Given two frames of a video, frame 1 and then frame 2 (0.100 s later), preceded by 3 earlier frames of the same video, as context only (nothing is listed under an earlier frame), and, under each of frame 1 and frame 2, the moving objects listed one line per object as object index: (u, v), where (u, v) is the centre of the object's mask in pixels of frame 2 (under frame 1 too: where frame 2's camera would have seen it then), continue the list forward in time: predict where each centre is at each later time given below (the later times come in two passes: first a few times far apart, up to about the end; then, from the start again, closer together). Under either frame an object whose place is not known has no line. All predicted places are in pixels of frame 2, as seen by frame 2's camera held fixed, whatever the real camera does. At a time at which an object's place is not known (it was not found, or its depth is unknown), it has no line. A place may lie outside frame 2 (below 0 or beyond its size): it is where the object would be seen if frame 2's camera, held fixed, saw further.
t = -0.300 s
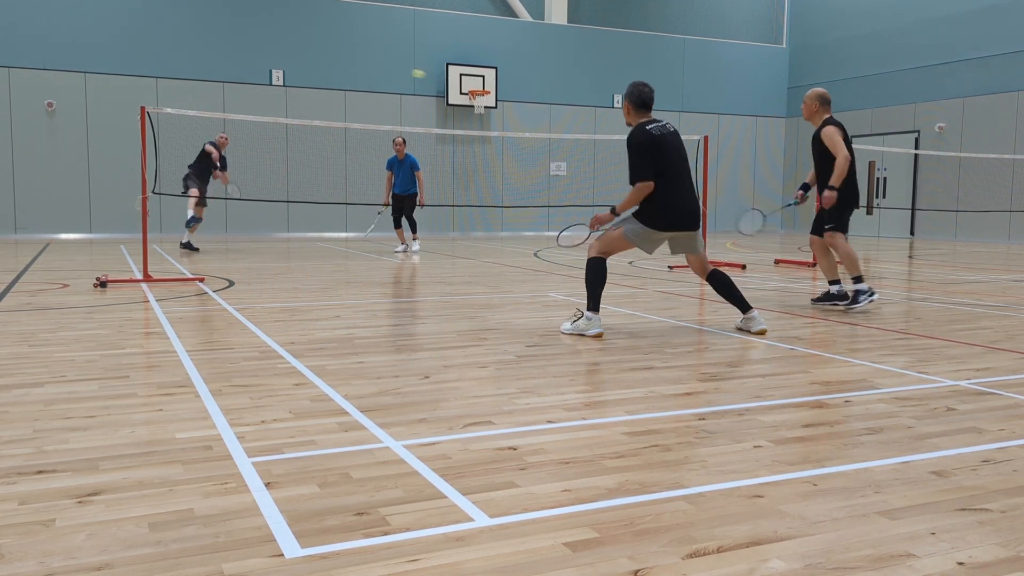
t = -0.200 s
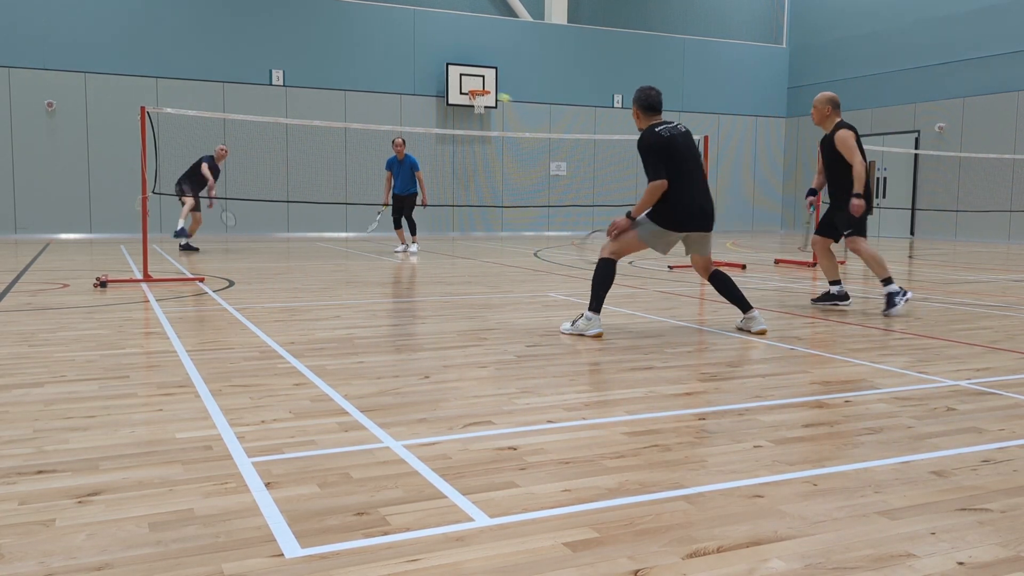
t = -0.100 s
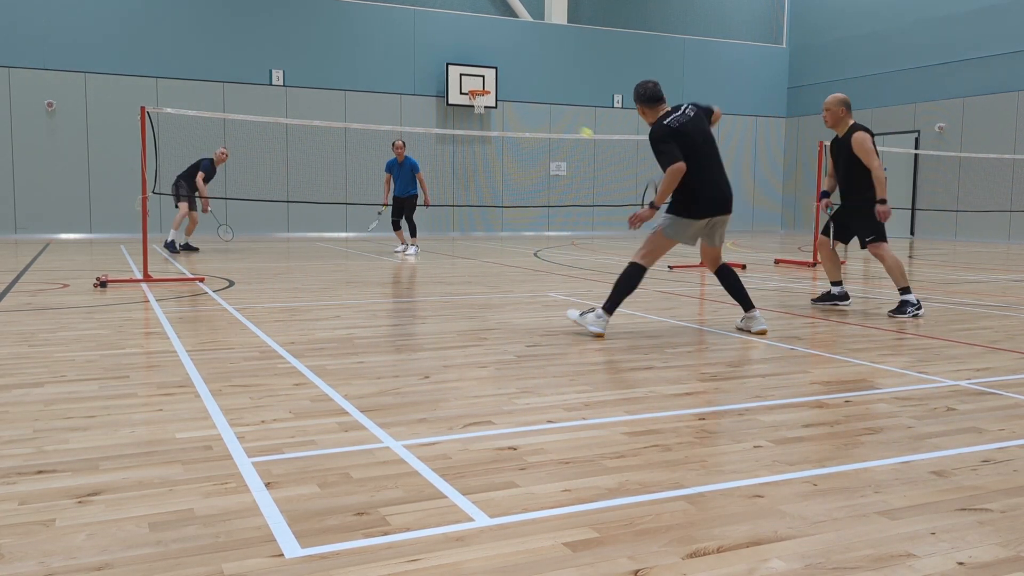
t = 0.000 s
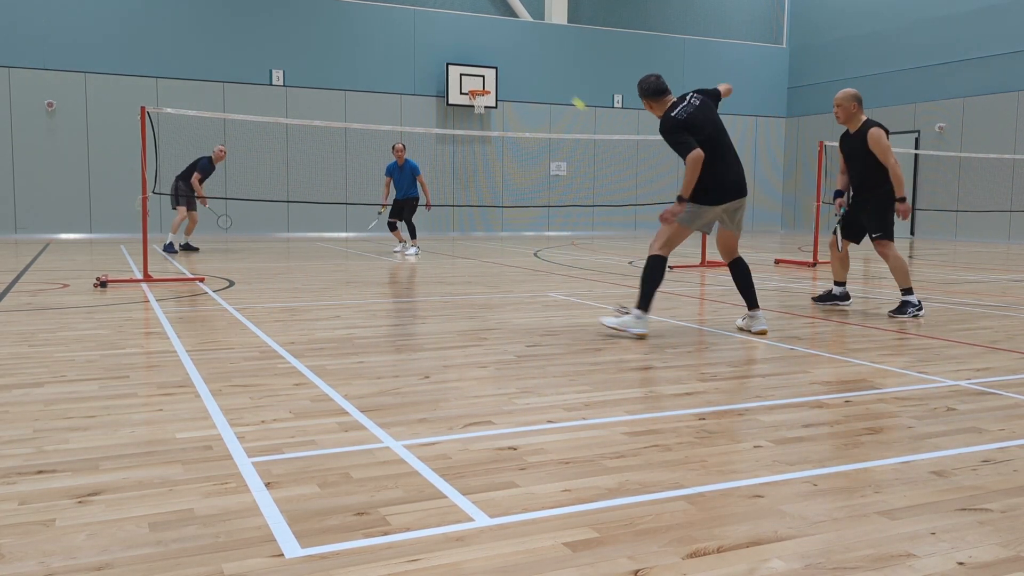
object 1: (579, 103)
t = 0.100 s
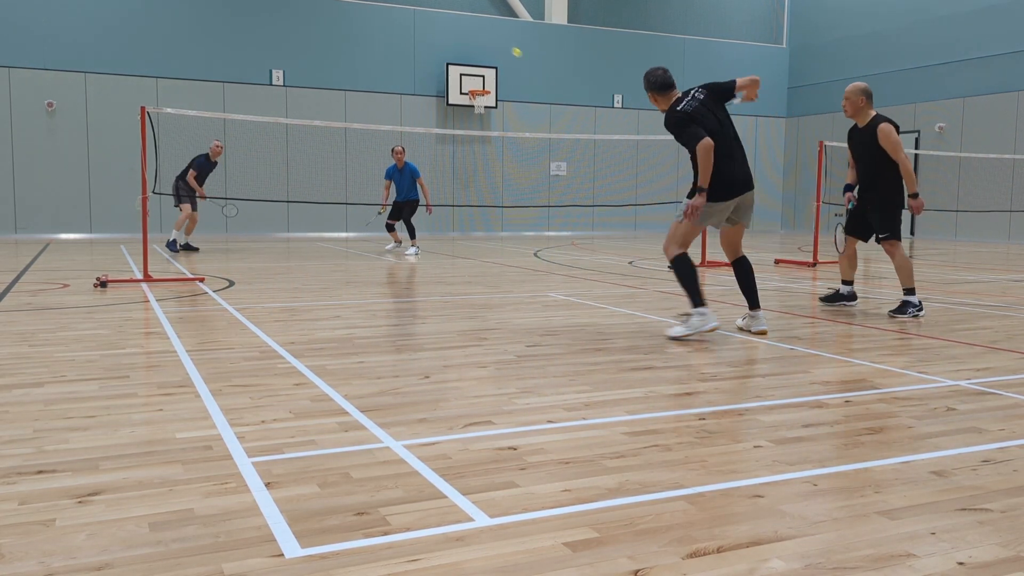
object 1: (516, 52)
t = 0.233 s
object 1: (471, 24)
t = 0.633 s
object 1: (406, 54)
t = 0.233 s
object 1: (471, 24)
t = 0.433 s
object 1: (430, 25)
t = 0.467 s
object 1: (425, 29)
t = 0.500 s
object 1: (420, 33)
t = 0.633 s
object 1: (406, 54)
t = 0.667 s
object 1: (403, 61)
